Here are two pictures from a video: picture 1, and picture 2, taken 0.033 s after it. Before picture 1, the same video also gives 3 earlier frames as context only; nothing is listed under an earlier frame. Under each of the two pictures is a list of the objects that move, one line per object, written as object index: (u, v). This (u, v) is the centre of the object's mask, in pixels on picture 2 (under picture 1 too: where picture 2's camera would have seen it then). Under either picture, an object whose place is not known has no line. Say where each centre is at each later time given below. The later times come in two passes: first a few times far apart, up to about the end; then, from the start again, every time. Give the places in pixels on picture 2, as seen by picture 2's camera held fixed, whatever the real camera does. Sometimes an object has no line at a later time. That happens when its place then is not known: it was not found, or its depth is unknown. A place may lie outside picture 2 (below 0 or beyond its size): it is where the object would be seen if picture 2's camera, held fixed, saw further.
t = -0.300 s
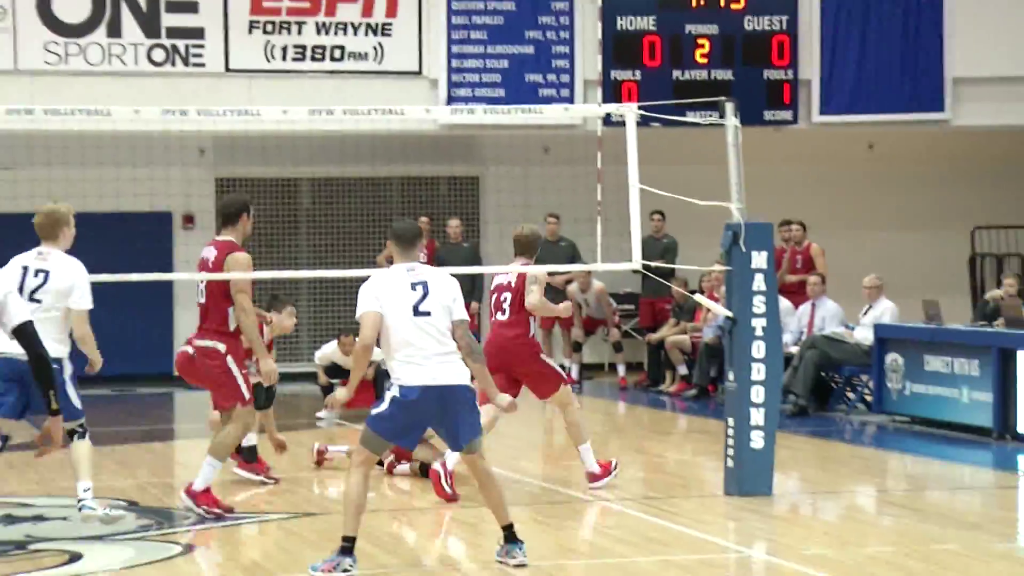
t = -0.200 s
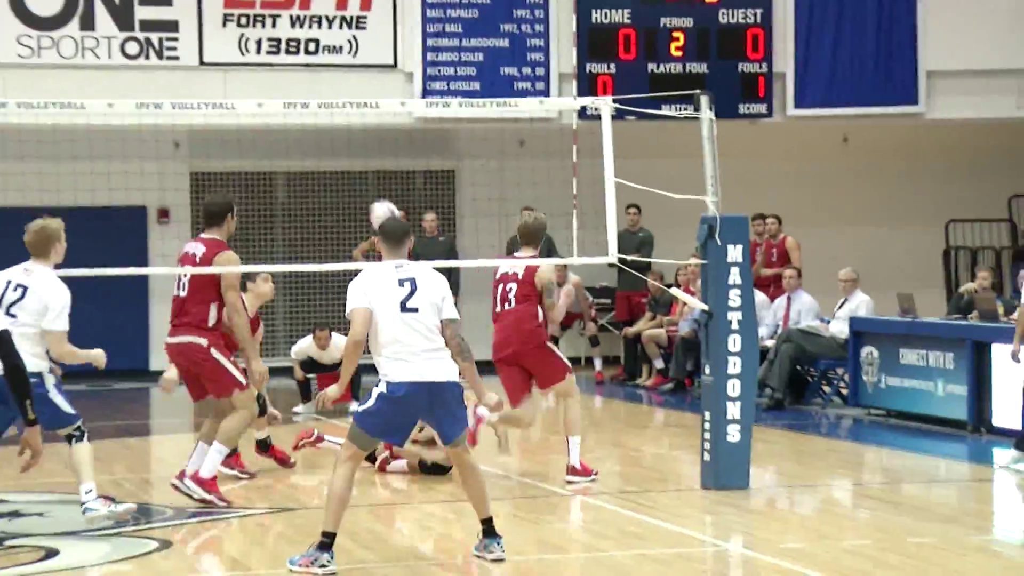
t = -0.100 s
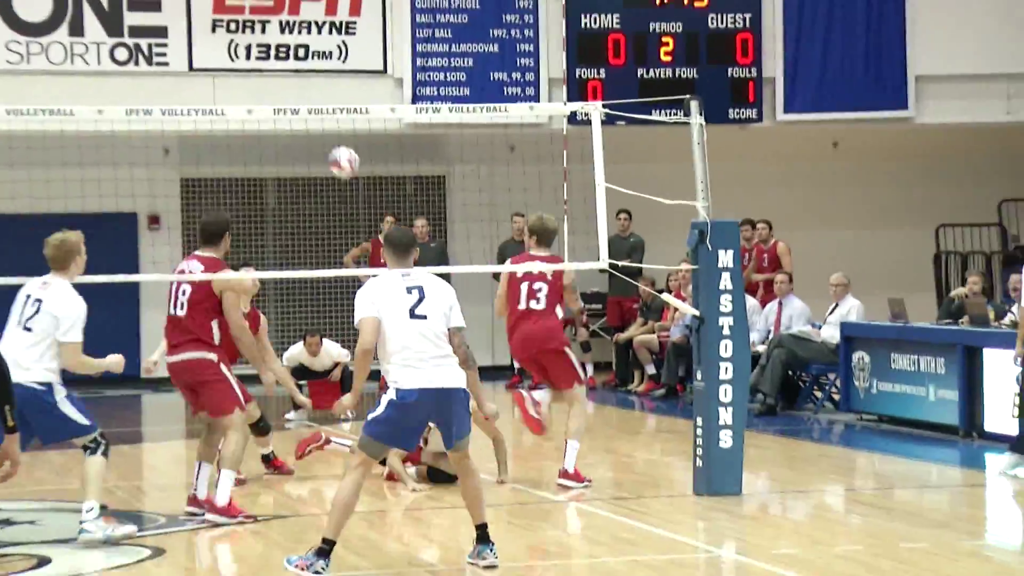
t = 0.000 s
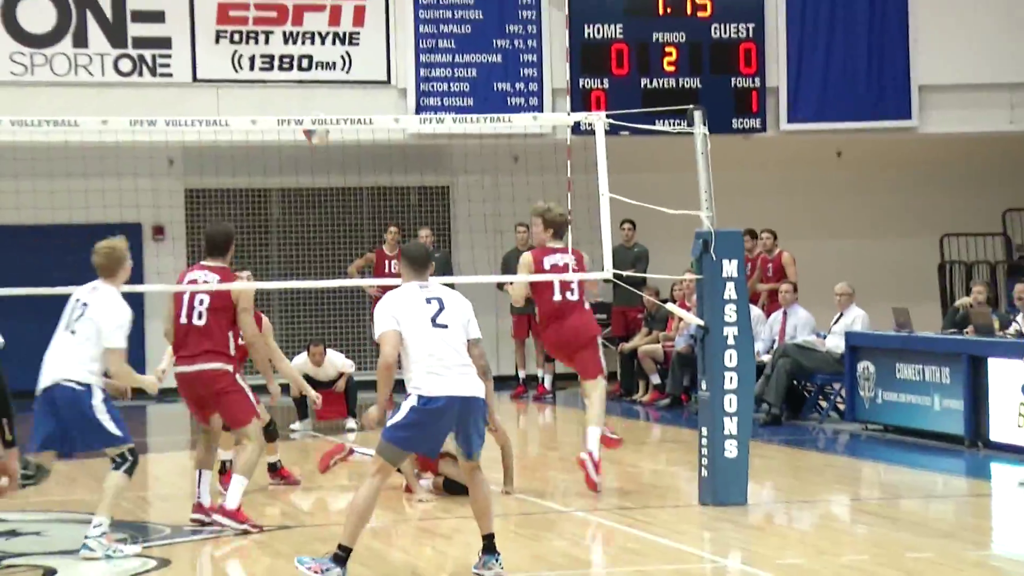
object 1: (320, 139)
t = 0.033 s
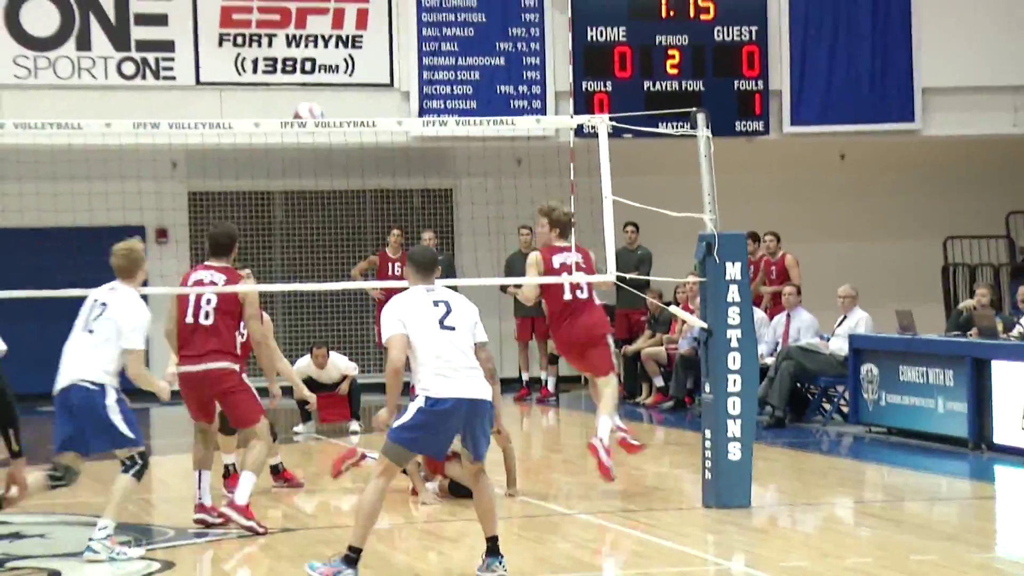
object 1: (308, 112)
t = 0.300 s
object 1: (218, 75)
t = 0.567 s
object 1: (132, 145)
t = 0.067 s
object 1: (297, 106)
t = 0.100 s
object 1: (286, 97)
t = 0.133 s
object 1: (275, 90)
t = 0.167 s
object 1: (264, 83)
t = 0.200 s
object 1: (252, 78)
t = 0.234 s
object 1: (241, 75)
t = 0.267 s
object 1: (230, 74)
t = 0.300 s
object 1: (218, 75)
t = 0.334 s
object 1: (208, 77)
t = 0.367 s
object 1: (197, 80)
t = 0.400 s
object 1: (185, 86)
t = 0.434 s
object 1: (174, 94)
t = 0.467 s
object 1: (164, 102)
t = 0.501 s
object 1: (154, 109)
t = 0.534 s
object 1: (141, 126)
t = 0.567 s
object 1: (132, 145)
